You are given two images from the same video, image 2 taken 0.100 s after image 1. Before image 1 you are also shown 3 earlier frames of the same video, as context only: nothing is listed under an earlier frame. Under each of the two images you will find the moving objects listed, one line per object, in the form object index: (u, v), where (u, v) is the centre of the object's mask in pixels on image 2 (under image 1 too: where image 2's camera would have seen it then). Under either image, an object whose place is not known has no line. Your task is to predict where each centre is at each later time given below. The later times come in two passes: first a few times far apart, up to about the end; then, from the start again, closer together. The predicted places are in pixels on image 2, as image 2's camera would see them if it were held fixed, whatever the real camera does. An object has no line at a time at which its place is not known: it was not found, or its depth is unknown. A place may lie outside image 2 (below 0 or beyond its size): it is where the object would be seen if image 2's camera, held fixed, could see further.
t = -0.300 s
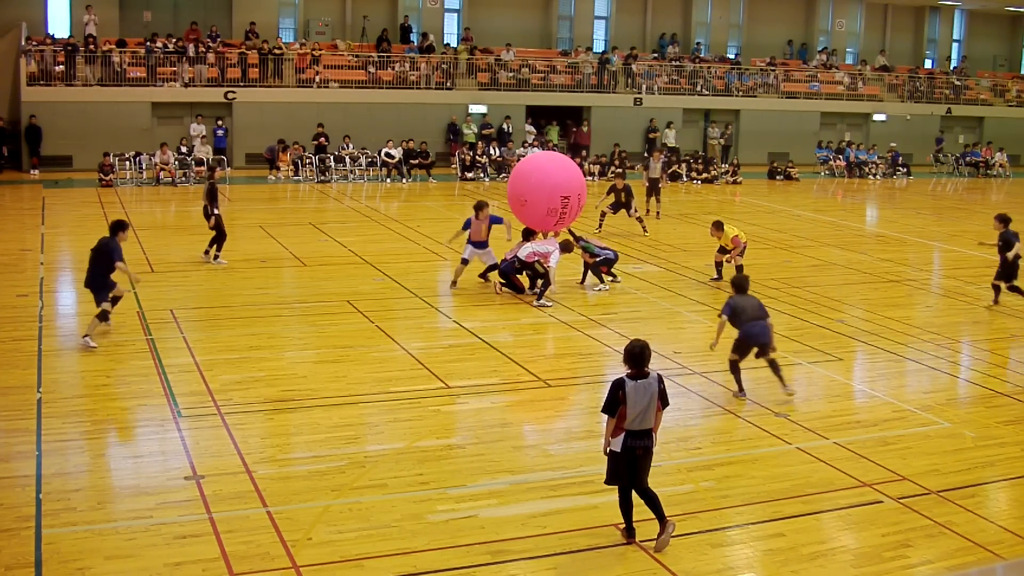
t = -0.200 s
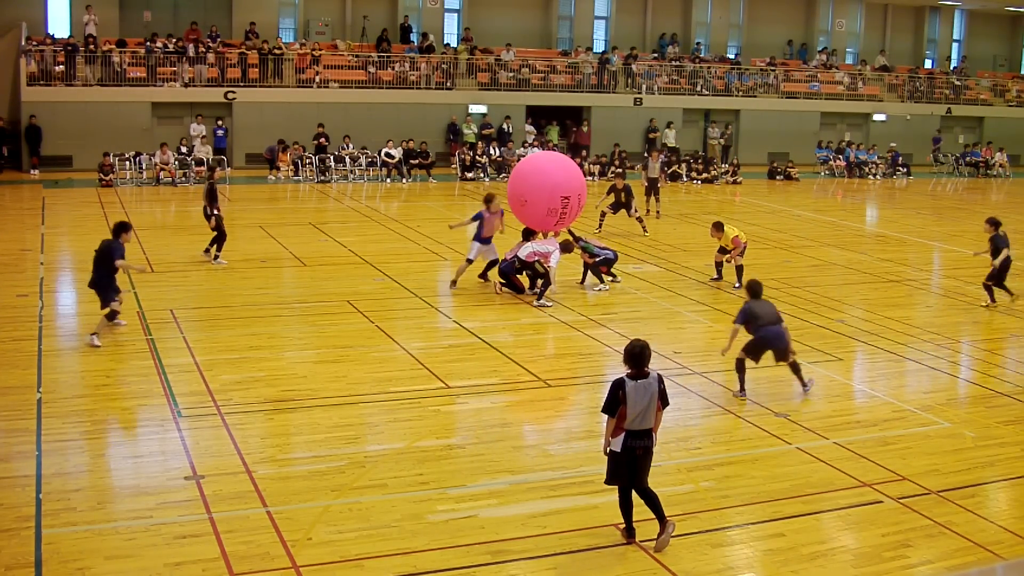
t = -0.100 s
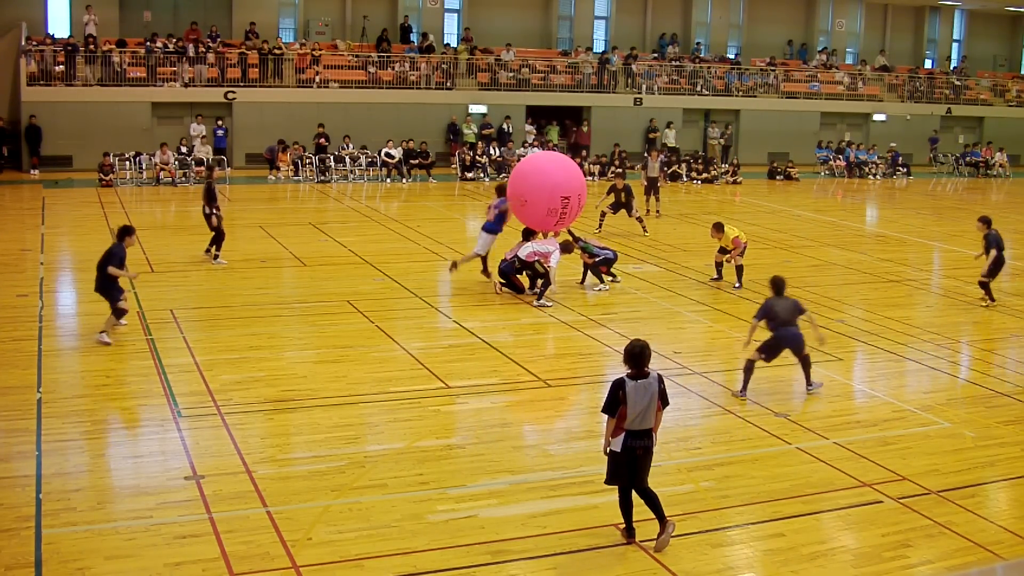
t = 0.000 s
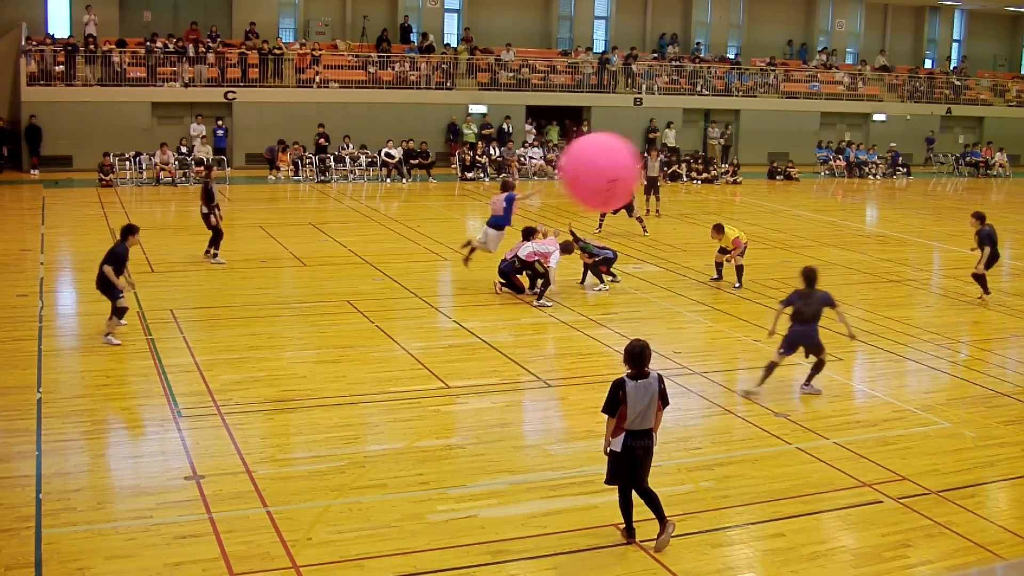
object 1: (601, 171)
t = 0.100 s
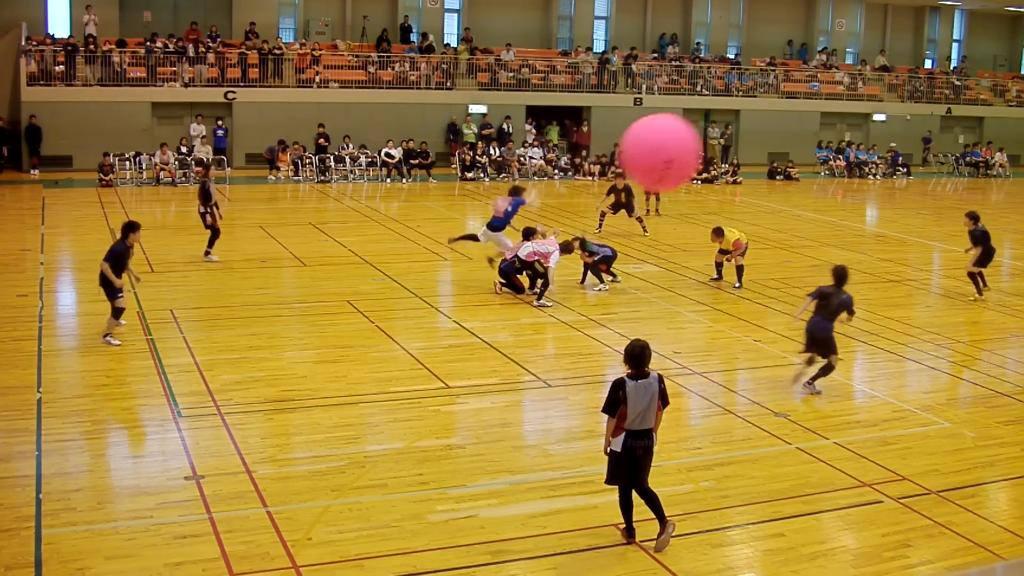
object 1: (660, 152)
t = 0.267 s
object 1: (749, 129)
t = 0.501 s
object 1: (850, 110)
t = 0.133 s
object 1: (679, 146)
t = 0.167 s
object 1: (698, 142)
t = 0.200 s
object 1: (716, 137)
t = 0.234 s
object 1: (733, 133)
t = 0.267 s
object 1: (749, 129)
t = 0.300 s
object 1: (765, 126)
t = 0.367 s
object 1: (795, 120)
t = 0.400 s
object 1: (809, 117)
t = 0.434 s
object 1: (823, 114)
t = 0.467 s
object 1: (837, 112)
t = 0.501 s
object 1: (850, 110)
